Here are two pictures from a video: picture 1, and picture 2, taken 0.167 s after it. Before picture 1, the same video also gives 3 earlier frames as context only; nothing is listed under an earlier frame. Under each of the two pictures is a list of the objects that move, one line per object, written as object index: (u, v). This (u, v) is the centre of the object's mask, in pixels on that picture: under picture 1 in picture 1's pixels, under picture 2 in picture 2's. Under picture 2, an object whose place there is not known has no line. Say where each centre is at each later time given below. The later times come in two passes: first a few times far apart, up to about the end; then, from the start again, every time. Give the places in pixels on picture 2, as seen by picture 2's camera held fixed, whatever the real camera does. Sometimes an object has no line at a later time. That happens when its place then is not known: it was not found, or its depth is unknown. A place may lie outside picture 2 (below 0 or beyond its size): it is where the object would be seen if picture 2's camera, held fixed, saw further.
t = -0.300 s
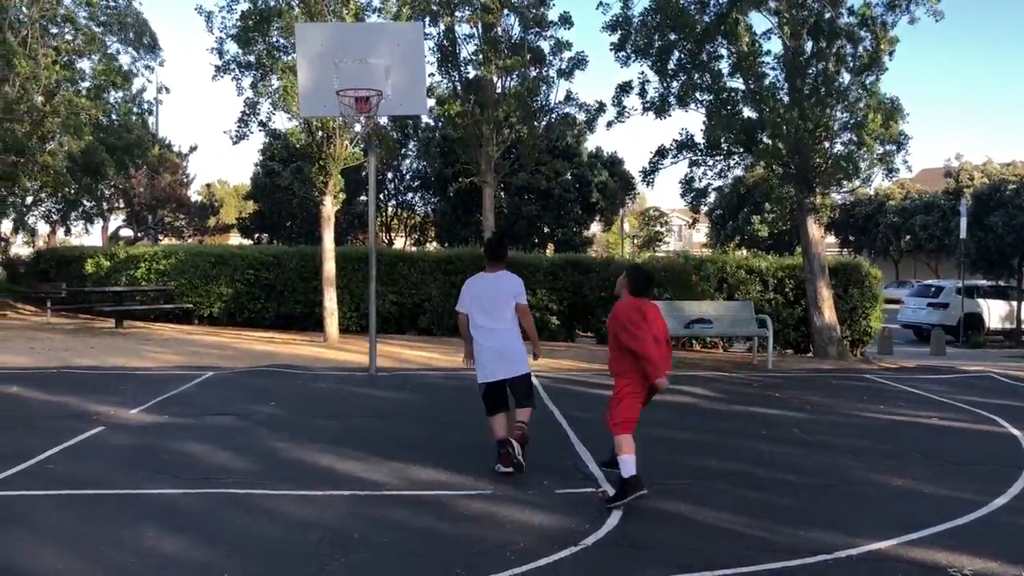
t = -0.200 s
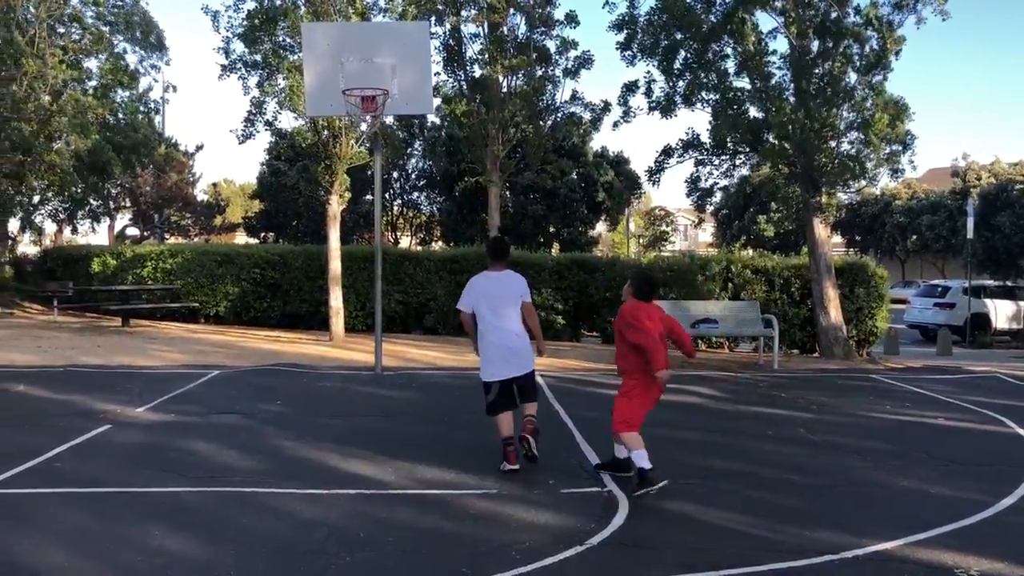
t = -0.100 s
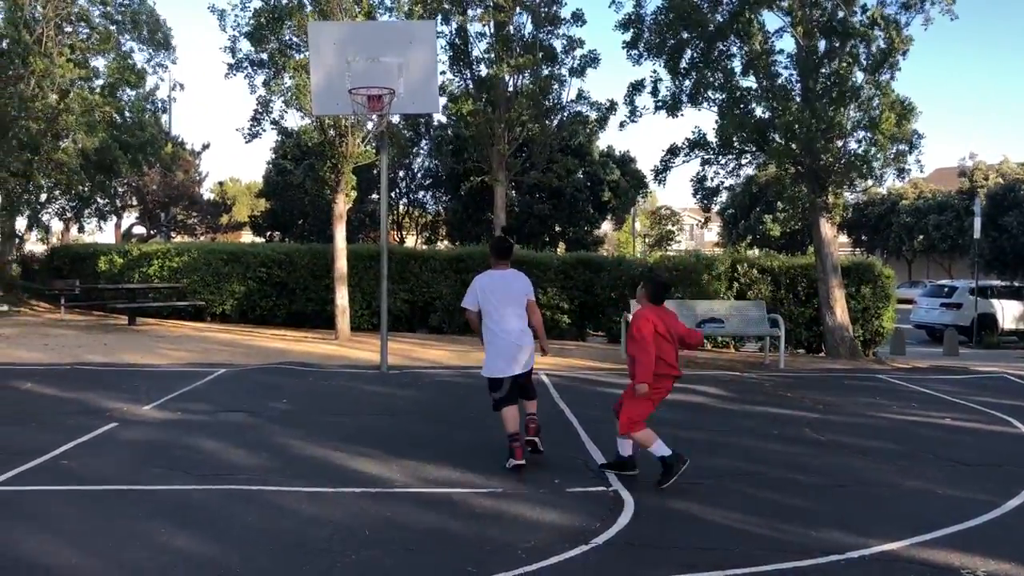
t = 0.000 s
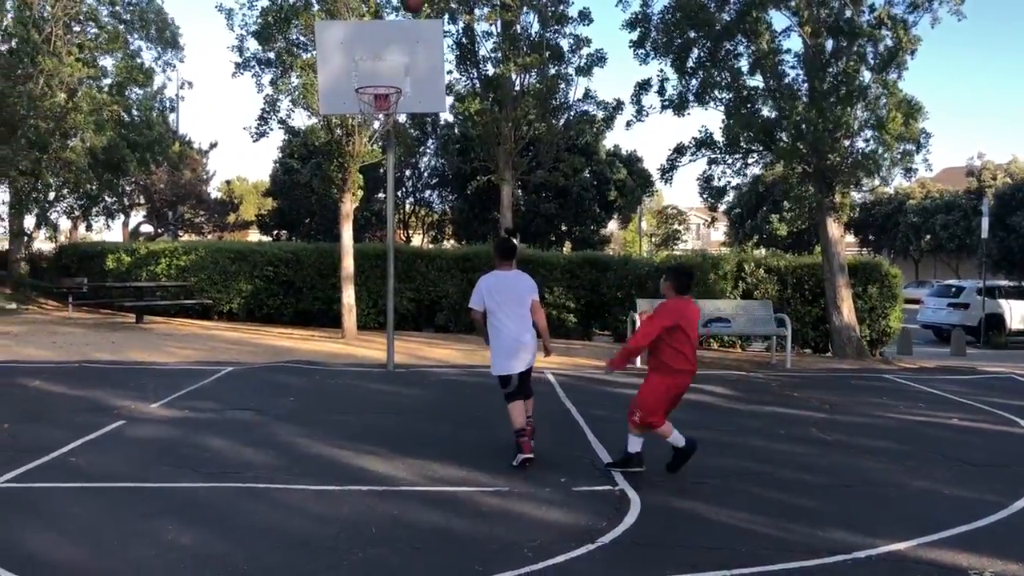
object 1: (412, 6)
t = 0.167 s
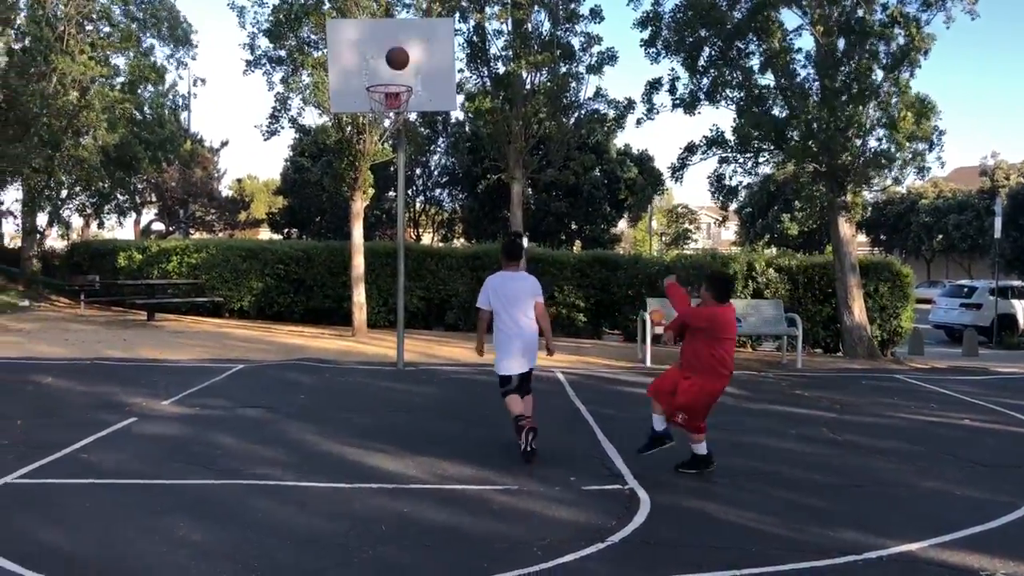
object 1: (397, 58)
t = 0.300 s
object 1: (388, 64)
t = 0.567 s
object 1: (374, 64)
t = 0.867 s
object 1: (351, 69)
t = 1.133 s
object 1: (328, 118)
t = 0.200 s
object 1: (392, 72)
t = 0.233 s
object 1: (391, 71)
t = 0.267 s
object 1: (389, 67)
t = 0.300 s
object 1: (388, 64)
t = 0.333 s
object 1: (386, 63)
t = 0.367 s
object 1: (385, 63)
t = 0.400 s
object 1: (384, 64)
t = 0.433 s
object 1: (383, 66)
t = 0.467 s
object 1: (380, 64)
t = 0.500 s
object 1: (379, 63)
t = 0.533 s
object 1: (376, 63)
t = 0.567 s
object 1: (374, 64)
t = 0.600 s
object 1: (372, 66)
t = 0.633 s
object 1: (369, 69)
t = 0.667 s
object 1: (367, 73)
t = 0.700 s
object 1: (365, 73)
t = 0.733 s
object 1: (362, 70)
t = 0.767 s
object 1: (359, 68)
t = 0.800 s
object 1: (357, 67)
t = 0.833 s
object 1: (354, 67)
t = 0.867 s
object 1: (351, 69)
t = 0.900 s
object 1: (348, 71)
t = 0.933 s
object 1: (345, 74)
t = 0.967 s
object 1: (342, 78)
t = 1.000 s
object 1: (339, 84)
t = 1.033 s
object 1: (337, 91)
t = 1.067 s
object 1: (334, 99)
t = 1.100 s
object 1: (332, 108)
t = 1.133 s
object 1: (328, 118)
